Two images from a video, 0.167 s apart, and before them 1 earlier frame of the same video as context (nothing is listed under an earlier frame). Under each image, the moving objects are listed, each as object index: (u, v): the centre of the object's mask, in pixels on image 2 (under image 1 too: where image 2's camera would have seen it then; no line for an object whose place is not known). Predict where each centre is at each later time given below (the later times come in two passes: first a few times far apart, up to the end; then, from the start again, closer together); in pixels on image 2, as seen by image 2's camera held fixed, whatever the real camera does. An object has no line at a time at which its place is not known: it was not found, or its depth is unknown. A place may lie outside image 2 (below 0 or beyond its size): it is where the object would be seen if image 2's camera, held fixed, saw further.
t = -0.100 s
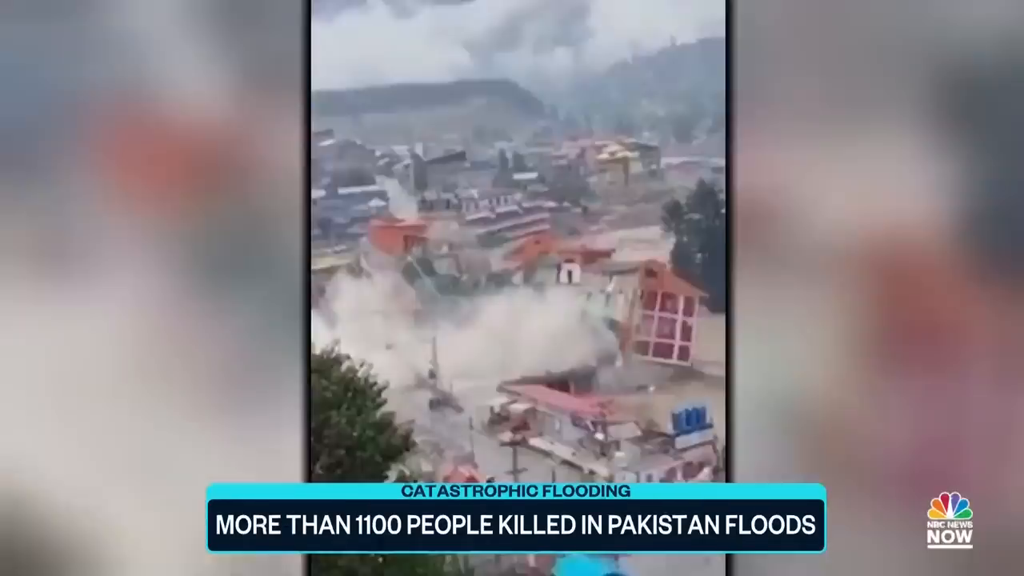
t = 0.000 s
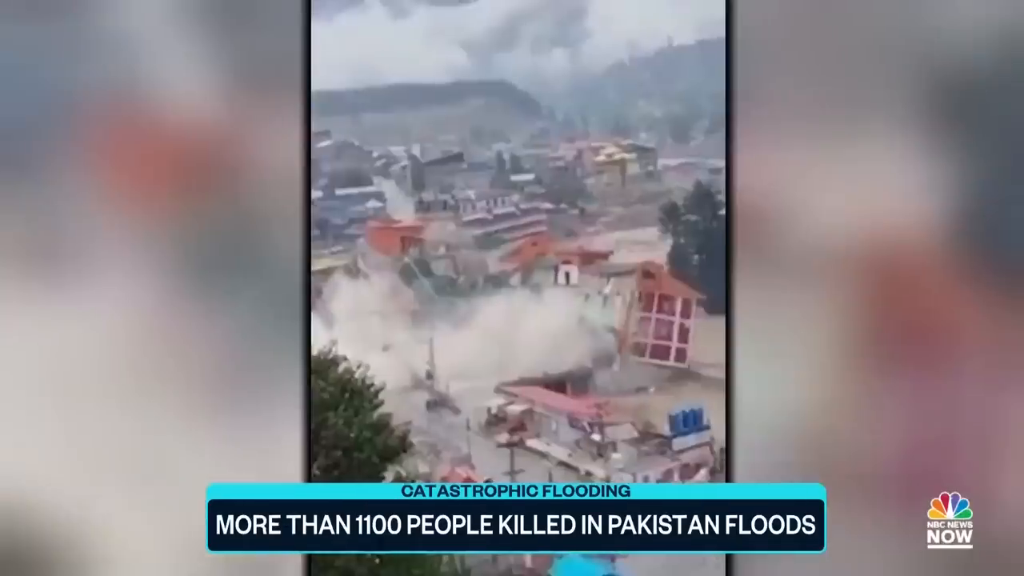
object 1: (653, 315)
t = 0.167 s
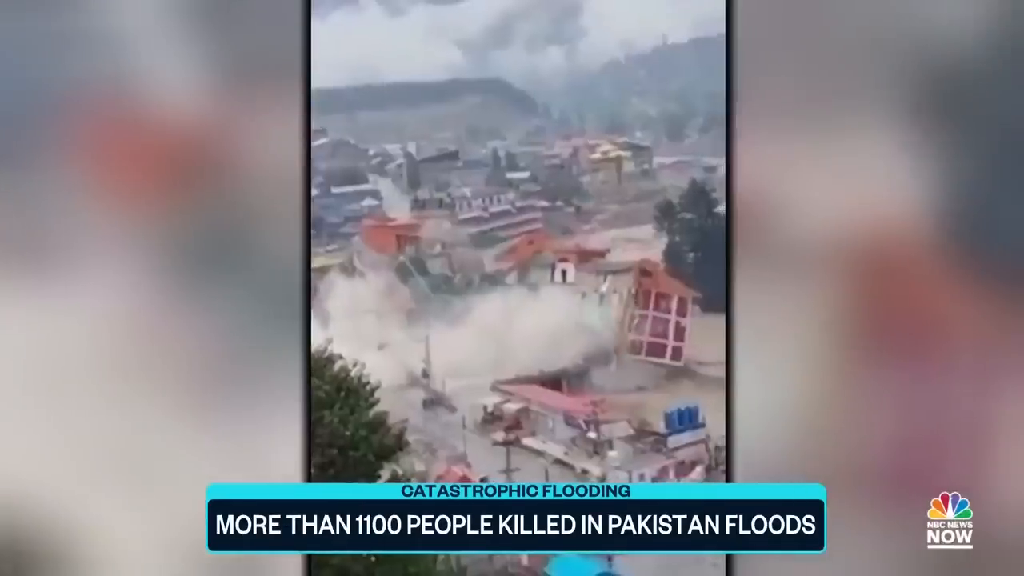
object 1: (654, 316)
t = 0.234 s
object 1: (655, 316)
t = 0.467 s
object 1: (657, 315)
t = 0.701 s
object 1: (658, 316)
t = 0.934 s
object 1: (658, 316)
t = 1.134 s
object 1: (661, 316)
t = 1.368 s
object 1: (663, 316)
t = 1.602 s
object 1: (665, 318)
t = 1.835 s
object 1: (667, 316)
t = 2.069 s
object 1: (674, 314)
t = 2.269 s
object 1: (677, 314)
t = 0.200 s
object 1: (655, 316)
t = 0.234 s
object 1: (655, 316)
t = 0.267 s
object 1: (654, 316)
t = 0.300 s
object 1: (655, 316)
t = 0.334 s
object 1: (655, 315)
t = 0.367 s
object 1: (655, 315)
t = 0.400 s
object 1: (656, 315)
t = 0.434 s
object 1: (656, 315)
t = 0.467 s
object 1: (657, 315)
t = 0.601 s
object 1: (657, 315)
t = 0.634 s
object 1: (657, 316)
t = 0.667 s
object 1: (658, 316)
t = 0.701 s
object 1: (658, 316)
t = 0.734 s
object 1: (658, 316)
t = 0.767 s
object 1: (657, 316)
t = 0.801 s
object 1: (658, 316)
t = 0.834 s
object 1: (658, 316)
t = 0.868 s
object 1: (658, 317)
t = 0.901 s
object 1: (658, 317)
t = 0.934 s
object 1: (658, 316)
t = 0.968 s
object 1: (659, 316)
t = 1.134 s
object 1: (661, 316)
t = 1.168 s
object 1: (661, 316)
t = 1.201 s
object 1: (661, 316)
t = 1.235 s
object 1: (661, 316)
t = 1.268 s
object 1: (661, 316)
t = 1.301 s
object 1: (662, 316)
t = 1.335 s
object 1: (662, 316)
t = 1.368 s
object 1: (663, 316)
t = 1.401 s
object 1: (663, 316)
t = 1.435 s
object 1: (664, 316)
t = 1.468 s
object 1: (664, 317)
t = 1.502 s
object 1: (664, 317)
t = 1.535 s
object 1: (664, 317)
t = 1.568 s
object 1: (664, 317)
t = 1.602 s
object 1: (665, 318)
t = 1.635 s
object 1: (665, 316)
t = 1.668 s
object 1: (666, 316)
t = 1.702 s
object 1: (666, 316)
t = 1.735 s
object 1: (666, 317)
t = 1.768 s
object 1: (666, 317)
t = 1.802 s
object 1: (666, 317)
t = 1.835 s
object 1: (667, 316)
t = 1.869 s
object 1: (667, 317)
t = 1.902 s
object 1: (667, 317)
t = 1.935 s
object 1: (668, 316)
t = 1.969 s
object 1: (668, 316)
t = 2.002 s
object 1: (669, 316)
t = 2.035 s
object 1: (669, 316)
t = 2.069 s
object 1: (674, 314)
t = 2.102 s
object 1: (675, 314)
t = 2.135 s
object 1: (675, 314)
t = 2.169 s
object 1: (675, 314)
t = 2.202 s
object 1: (676, 314)
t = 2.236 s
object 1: (676, 314)
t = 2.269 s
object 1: (677, 314)
